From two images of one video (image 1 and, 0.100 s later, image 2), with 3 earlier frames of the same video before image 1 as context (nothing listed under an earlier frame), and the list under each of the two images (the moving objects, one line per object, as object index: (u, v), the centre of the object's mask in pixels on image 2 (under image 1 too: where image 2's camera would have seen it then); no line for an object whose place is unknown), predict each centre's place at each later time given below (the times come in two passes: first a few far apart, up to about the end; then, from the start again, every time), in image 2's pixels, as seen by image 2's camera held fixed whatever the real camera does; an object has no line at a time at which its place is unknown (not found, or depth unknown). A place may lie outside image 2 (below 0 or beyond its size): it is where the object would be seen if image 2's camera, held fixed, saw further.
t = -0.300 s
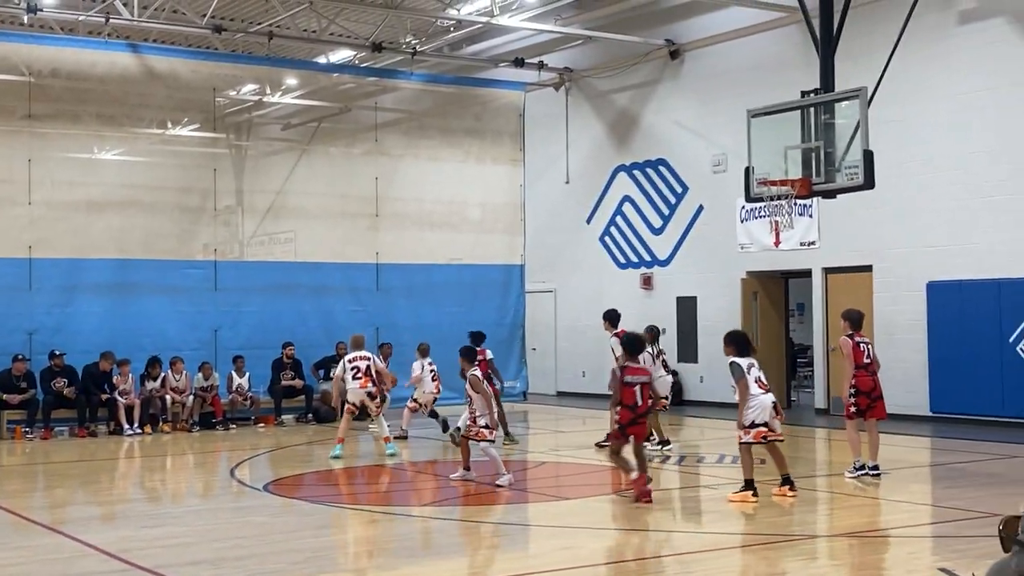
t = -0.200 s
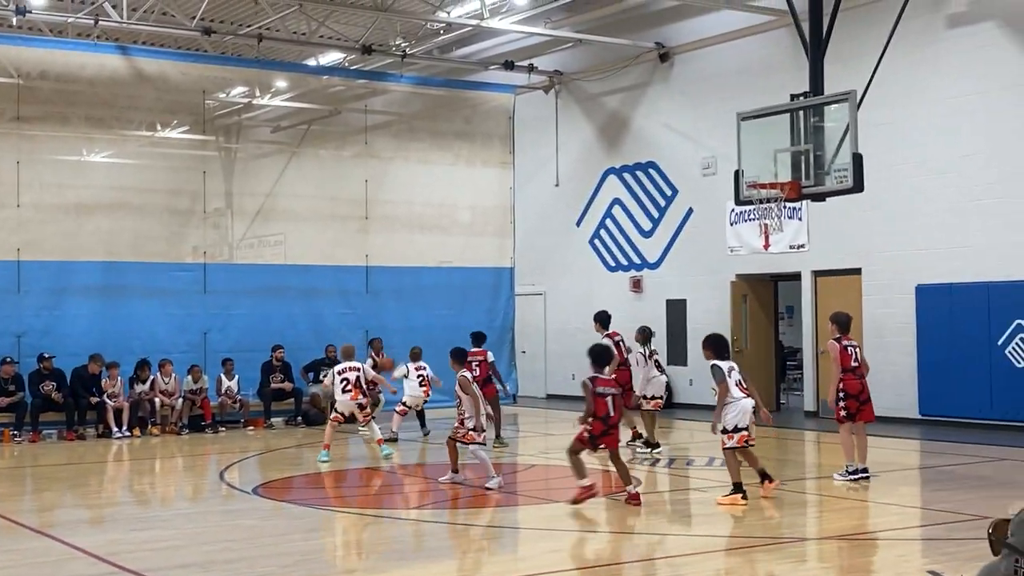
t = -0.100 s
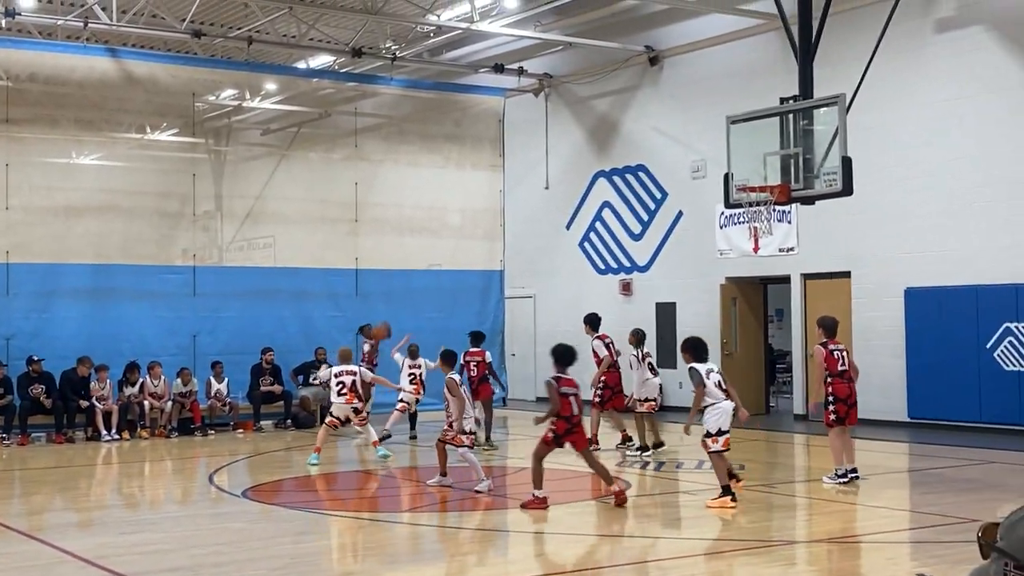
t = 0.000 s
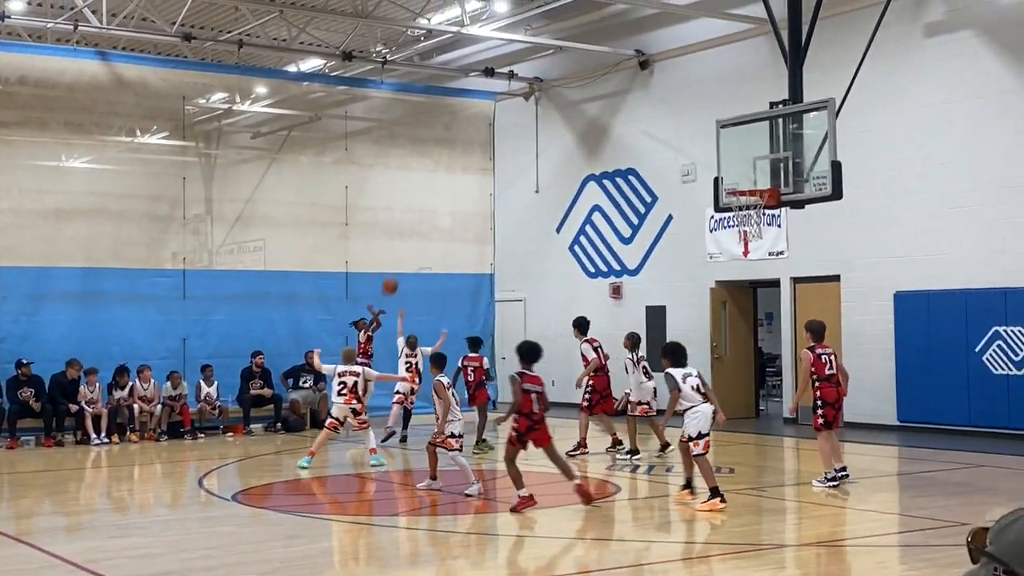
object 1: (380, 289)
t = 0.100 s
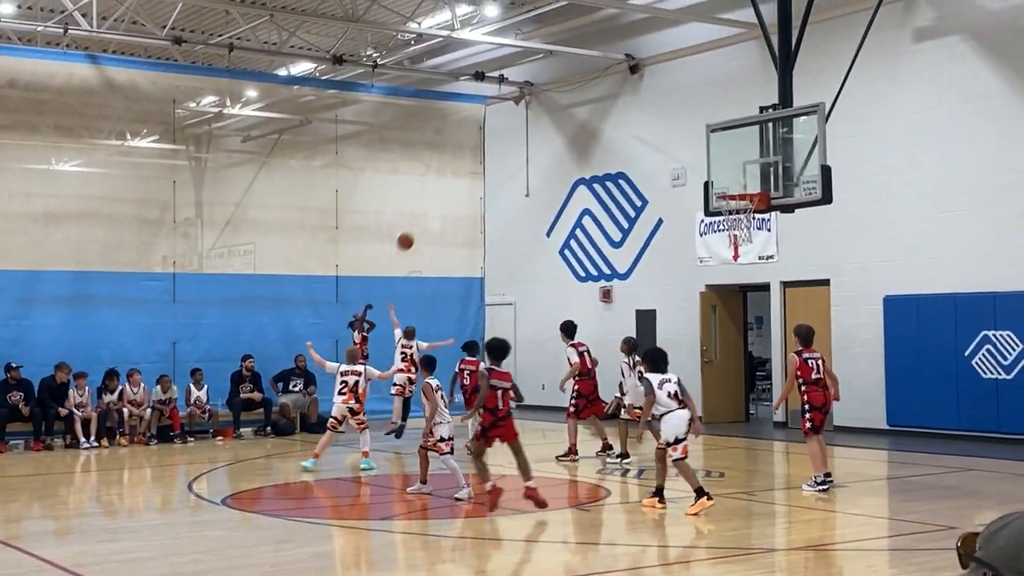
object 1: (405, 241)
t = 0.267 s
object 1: (447, 175)
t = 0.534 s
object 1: (519, 105)
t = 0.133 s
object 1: (413, 227)
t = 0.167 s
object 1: (422, 213)
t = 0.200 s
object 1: (430, 199)
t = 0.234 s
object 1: (439, 187)
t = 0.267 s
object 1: (447, 175)
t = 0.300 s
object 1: (456, 164)
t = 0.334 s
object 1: (464, 153)
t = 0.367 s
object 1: (473, 144)
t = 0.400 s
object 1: (483, 134)
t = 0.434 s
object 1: (491, 127)
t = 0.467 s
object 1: (501, 118)
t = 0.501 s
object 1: (510, 112)
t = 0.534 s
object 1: (519, 105)
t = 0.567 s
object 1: (528, 101)
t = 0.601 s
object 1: (537, 96)
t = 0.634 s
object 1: (546, 93)
